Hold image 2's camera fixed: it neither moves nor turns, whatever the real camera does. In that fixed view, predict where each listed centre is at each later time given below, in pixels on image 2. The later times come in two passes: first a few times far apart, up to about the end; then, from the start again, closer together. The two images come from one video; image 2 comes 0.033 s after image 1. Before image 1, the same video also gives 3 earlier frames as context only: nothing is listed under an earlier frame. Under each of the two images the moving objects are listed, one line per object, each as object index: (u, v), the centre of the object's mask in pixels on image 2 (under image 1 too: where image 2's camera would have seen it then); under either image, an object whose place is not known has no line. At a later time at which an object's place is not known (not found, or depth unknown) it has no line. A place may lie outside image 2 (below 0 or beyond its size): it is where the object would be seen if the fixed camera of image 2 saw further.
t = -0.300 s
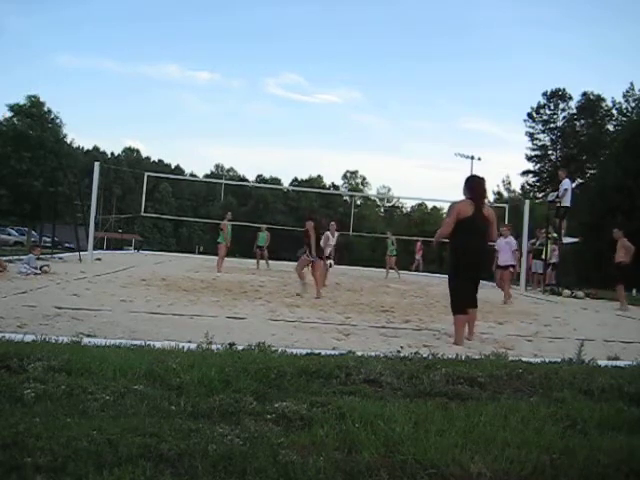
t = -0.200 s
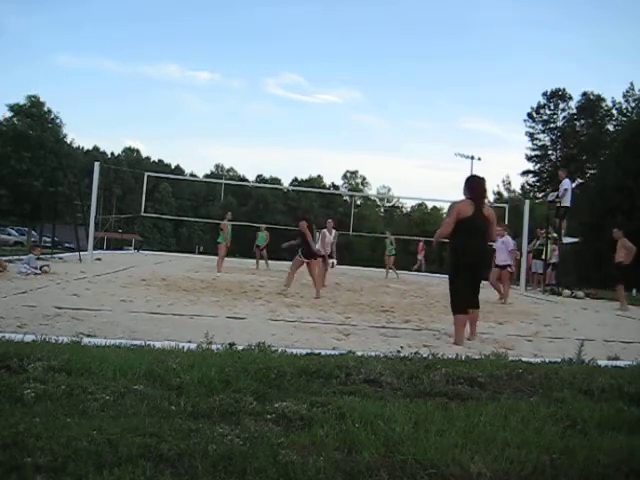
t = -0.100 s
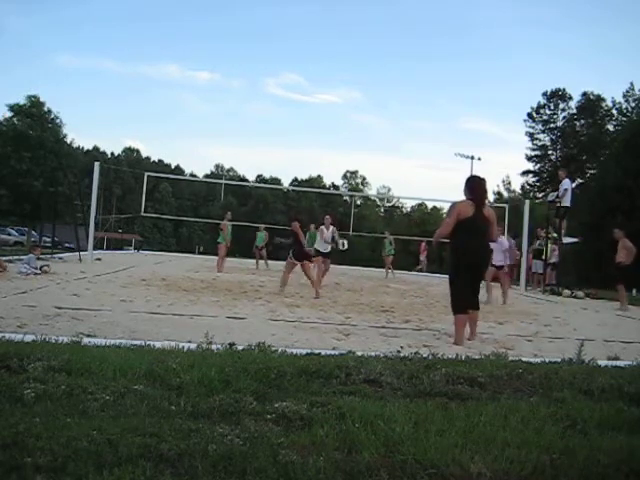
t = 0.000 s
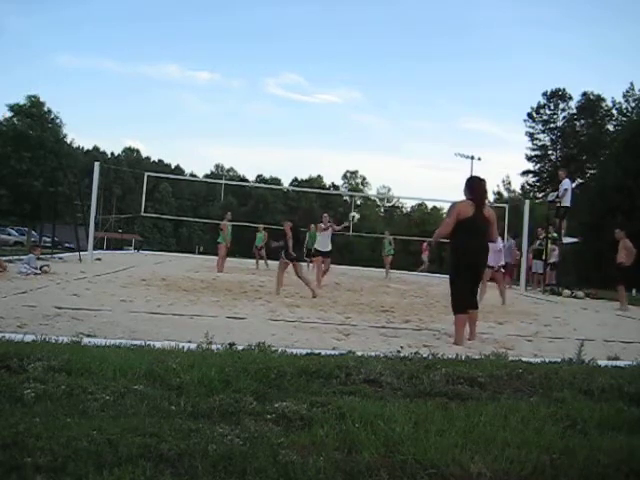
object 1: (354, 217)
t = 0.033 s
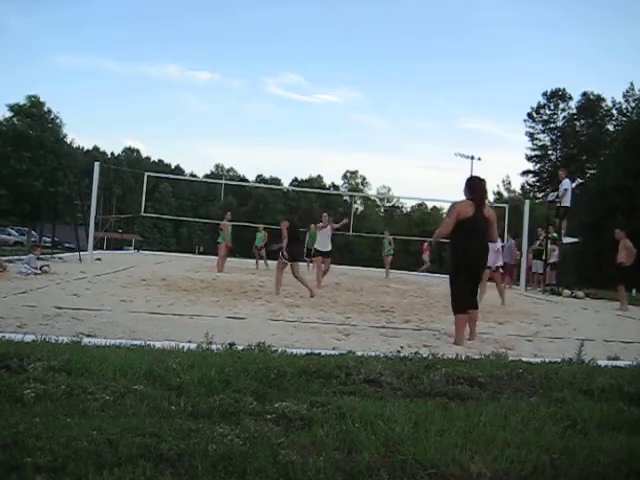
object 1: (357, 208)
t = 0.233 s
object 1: (382, 165)
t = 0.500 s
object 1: (418, 138)
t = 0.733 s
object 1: (452, 153)
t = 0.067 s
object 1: (360, 200)
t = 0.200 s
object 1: (378, 171)
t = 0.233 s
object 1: (382, 165)
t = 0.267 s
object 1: (386, 159)
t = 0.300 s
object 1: (391, 155)
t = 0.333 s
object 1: (395, 151)
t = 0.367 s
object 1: (400, 147)
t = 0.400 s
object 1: (404, 144)
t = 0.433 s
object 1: (409, 141)
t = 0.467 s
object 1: (413, 139)
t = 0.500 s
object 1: (418, 138)
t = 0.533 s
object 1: (423, 138)
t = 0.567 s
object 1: (427, 138)
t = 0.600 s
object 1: (432, 139)
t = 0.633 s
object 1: (437, 141)
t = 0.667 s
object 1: (442, 144)
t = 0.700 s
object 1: (447, 148)
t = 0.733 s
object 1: (452, 153)
